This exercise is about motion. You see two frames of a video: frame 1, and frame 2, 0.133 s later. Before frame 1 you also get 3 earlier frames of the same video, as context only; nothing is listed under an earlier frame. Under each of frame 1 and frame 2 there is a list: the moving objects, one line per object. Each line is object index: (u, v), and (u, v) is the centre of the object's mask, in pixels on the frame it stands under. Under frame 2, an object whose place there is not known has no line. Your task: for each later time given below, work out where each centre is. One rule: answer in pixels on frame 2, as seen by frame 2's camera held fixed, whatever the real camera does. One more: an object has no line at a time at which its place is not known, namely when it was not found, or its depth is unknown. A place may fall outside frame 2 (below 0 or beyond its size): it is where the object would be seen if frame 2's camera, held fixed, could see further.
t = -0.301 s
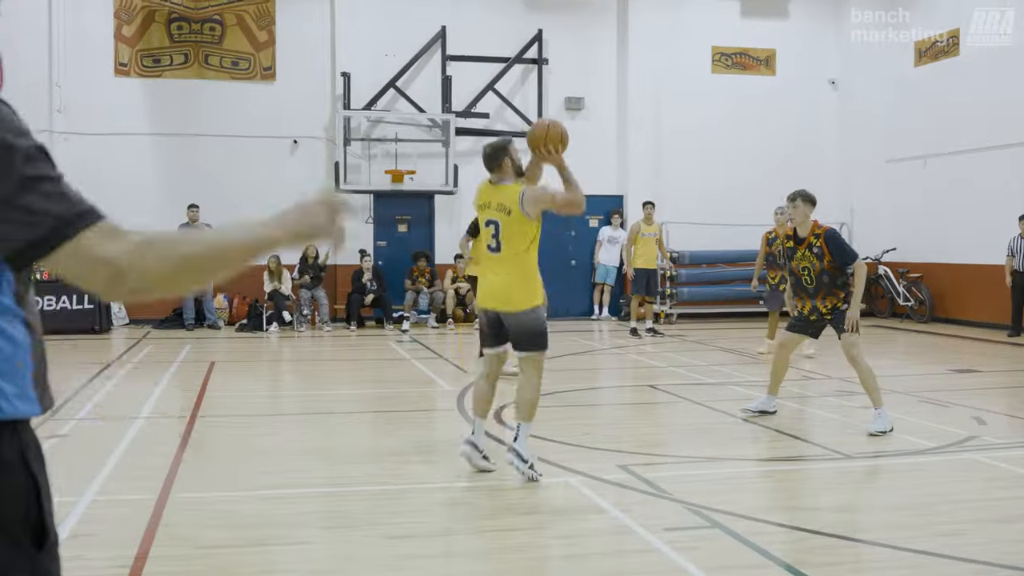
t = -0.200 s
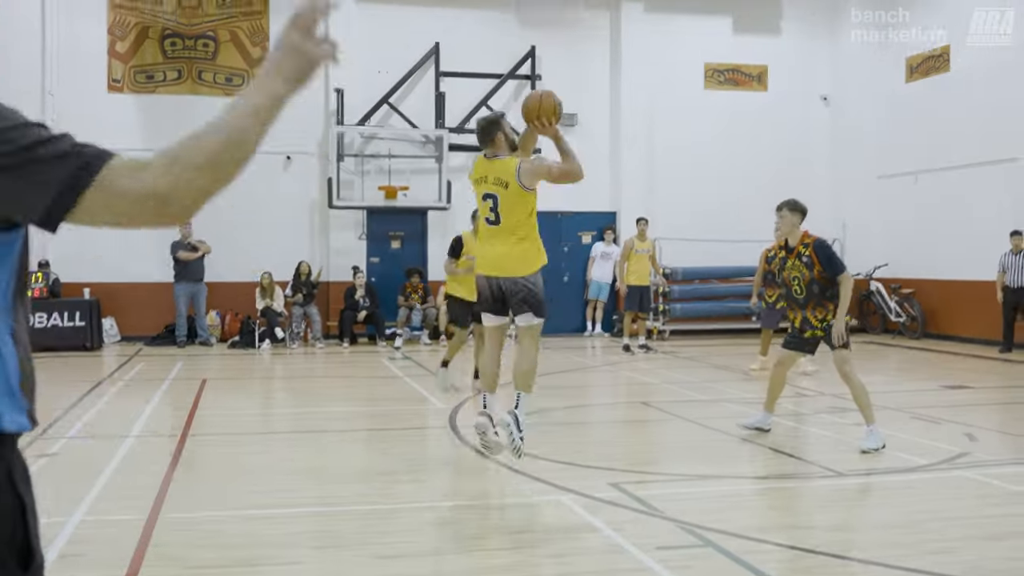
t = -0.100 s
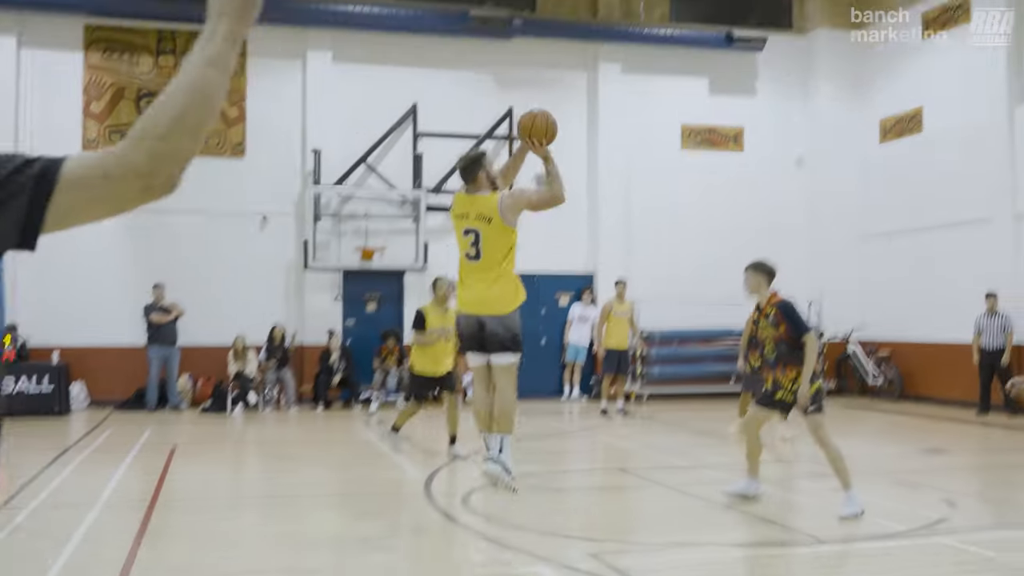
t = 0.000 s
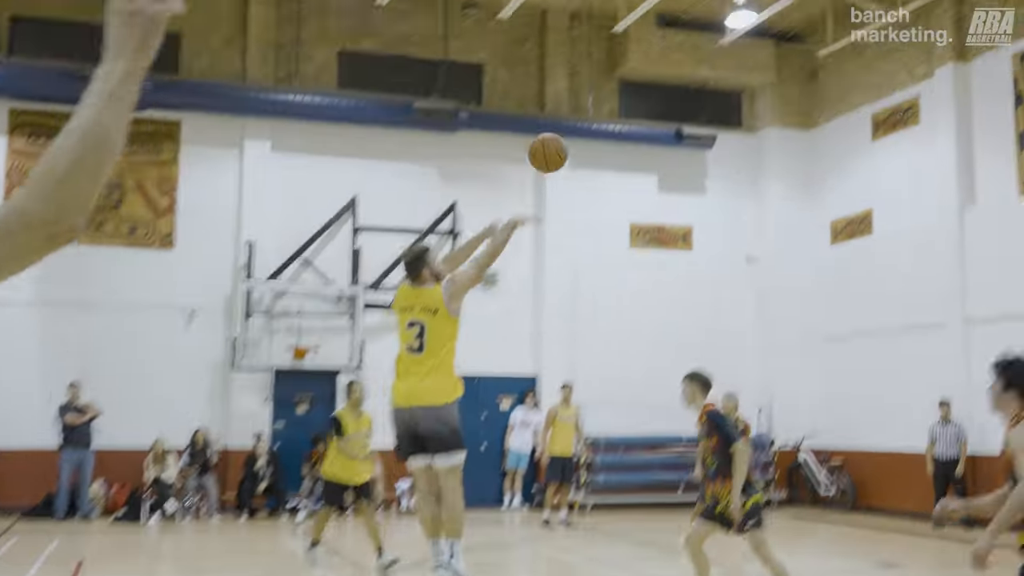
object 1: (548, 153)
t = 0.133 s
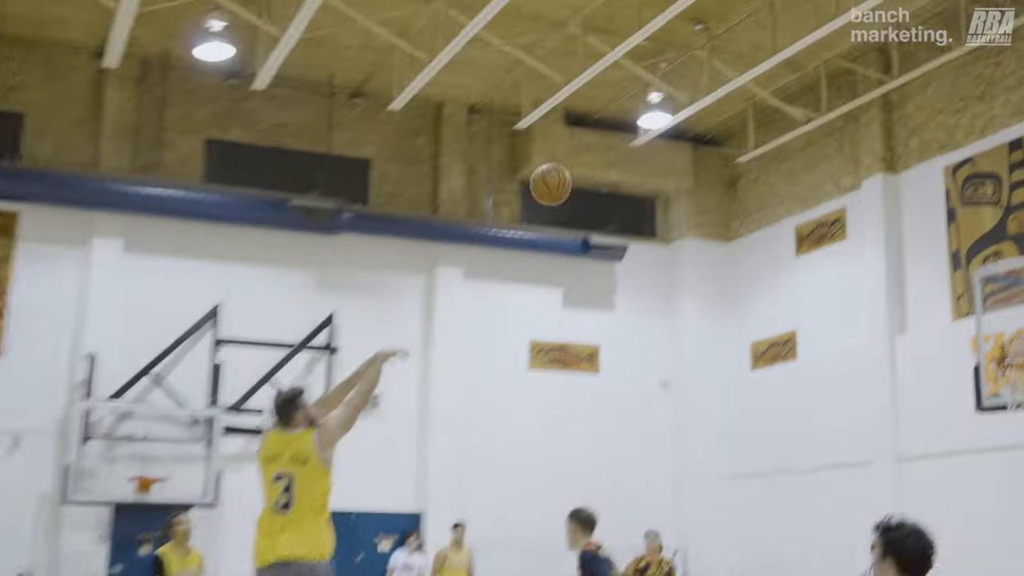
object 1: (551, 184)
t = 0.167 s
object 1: (576, 171)
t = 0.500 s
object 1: (779, 144)
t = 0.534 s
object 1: (796, 150)
